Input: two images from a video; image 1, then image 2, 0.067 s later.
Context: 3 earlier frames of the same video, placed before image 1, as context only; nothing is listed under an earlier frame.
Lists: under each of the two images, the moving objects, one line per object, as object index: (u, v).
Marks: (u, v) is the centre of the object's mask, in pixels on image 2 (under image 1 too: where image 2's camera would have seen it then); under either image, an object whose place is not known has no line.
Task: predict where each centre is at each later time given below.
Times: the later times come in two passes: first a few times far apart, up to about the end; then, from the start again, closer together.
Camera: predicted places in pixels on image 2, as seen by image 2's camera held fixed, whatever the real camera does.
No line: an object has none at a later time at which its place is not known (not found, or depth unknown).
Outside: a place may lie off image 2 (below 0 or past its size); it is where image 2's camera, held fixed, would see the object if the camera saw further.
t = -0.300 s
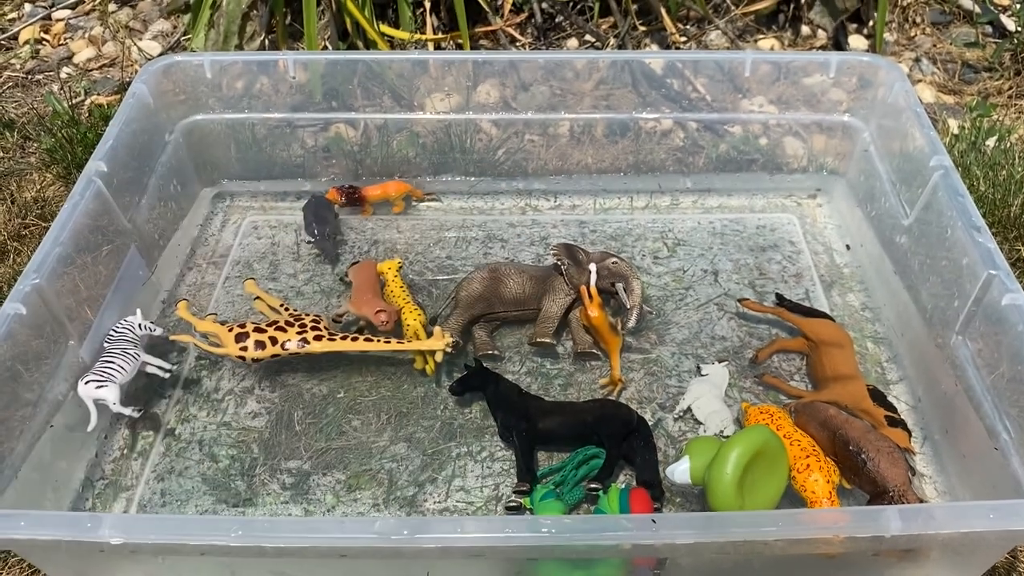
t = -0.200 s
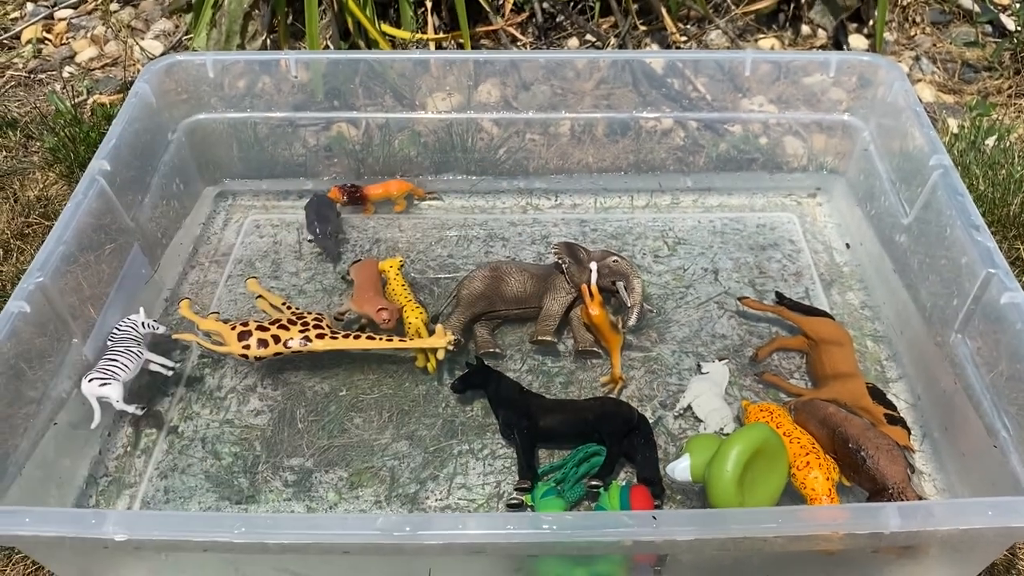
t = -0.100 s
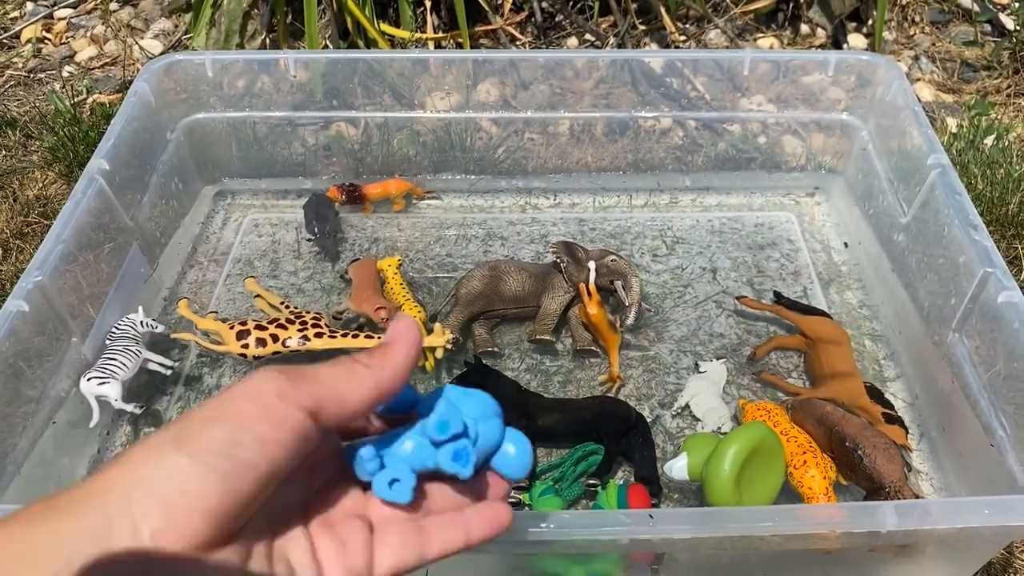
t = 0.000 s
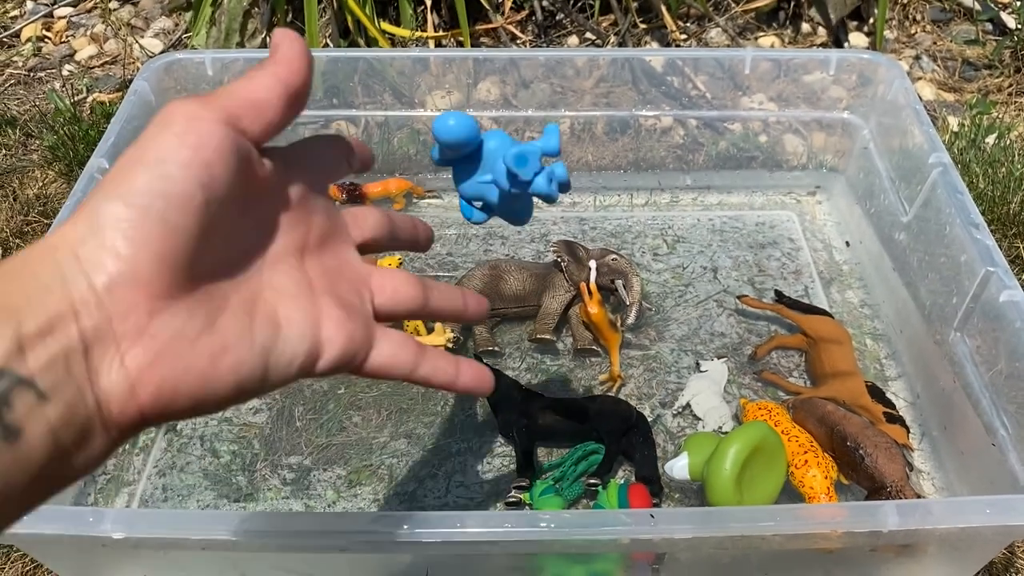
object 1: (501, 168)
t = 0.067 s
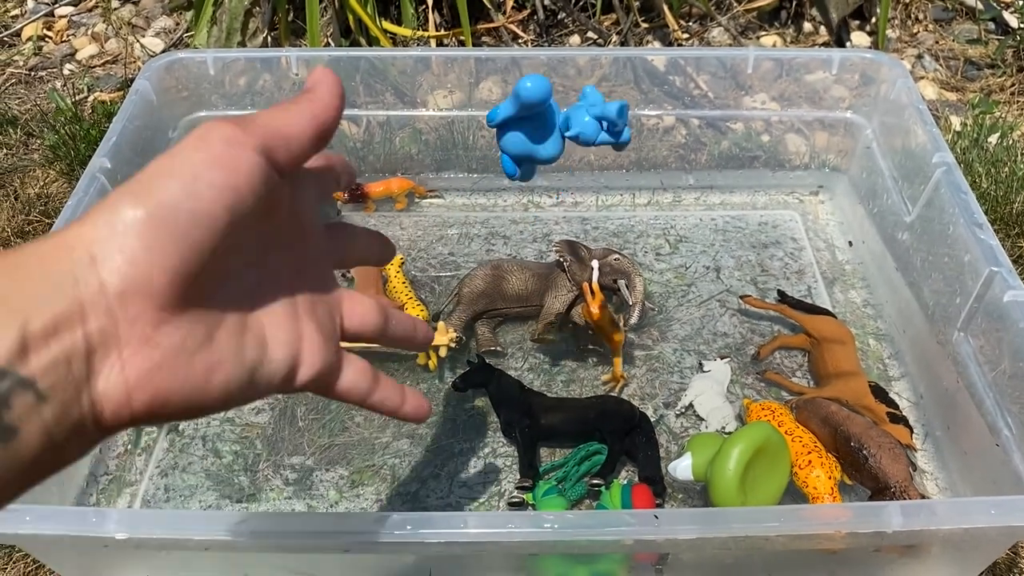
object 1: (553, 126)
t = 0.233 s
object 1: (605, 283)
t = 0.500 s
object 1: (608, 343)
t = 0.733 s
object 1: (612, 355)
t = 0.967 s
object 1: (617, 361)
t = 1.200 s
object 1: (629, 375)
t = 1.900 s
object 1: (653, 382)
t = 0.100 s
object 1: (574, 140)
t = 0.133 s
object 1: (582, 173)
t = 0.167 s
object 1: (591, 215)
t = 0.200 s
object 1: (599, 265)
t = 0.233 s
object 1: (605, 283)
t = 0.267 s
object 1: (599, 292)
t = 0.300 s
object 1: (599, 299)
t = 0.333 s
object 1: (600, 307)
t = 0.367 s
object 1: (602, 315)
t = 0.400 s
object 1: (605, 324)
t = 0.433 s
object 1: (603, 331)
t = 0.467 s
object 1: (607, 337)
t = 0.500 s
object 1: (608, 343)
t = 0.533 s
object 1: (608, 349)
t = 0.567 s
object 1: (610, 351)
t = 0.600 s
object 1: (612, 353)
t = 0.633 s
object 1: (610, 350)
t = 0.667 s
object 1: (610, 353)
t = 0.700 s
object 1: (612, 353)
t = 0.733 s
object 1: (612, 355)
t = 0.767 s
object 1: (611, 353)
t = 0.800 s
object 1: (612, 354)
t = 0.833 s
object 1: (612, 354)
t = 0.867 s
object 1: (612, 354)
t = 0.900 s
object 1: (615, 356)
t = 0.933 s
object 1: (617, 360)
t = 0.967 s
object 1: (617, 361)
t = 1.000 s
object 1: (619, 364)
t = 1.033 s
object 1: (622, 366)
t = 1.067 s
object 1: (625, 370)
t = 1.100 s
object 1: (626, 371)
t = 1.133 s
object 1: (625, 374)
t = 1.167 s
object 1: (627, 374)
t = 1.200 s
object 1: (629, 375)
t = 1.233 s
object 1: (631, 374)
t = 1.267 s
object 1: (630, 373)
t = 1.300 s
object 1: (630, 372)
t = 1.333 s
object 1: (630, 370)
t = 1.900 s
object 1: (653, 382)
